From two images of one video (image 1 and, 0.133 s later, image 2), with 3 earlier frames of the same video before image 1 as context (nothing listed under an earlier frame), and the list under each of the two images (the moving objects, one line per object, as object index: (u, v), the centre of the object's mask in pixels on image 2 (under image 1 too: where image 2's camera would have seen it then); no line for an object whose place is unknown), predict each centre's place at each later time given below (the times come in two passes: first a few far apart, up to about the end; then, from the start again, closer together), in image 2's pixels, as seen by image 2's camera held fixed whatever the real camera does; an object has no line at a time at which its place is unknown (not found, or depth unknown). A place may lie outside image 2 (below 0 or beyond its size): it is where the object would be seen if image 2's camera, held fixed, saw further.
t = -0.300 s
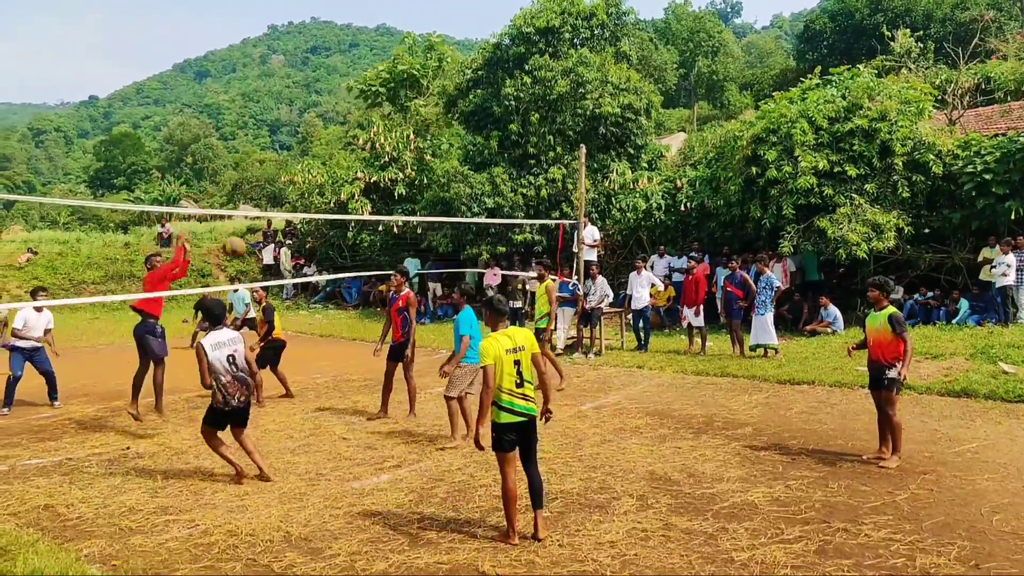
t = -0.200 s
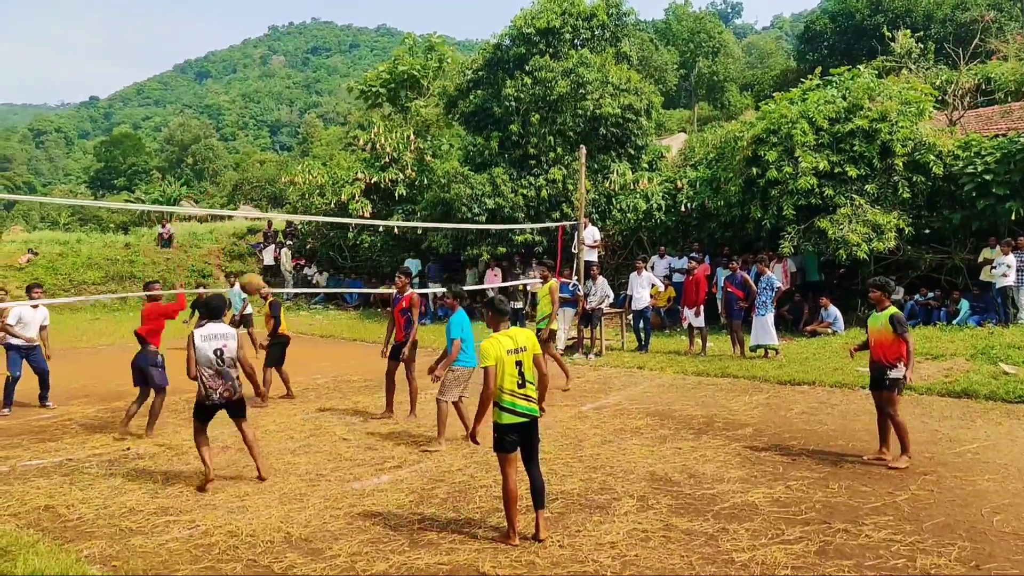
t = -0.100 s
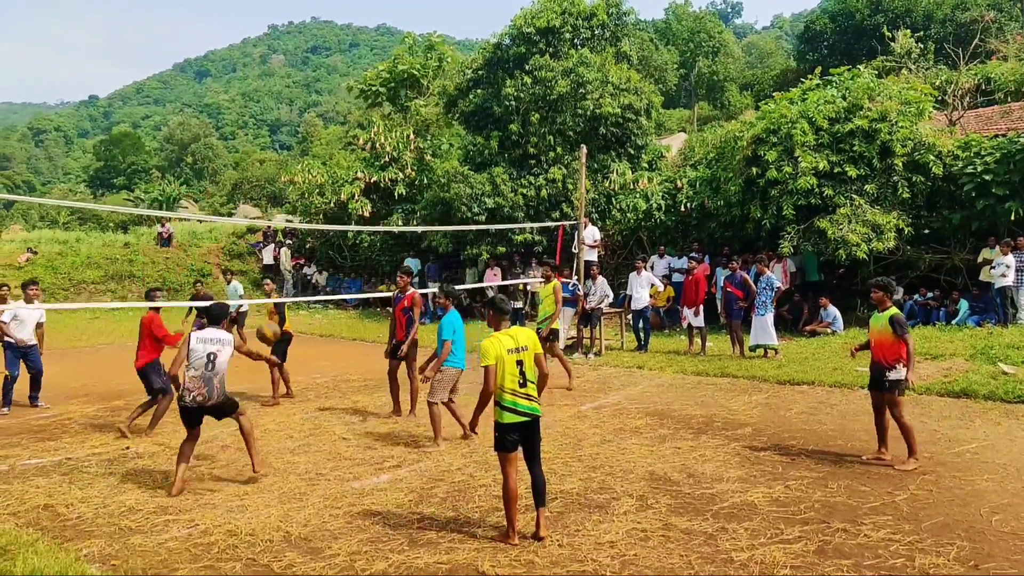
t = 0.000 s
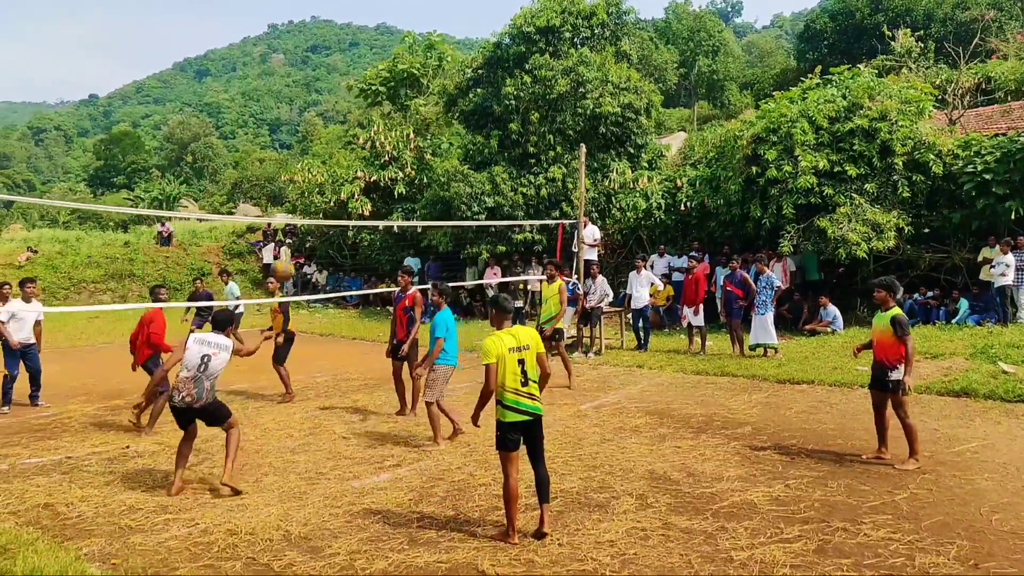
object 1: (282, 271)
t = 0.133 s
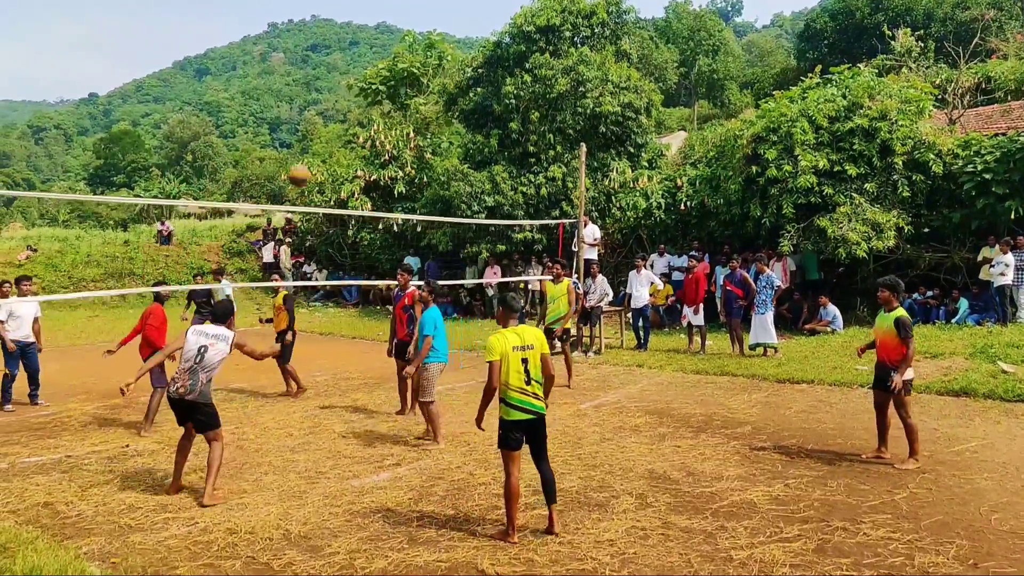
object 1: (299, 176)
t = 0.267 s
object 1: (314, 104)
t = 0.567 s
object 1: (347, 15)
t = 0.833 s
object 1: (376, 18)
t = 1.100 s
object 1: (403, 90)
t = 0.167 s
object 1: (302, 156)
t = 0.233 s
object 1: (310, 120)
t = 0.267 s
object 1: (314, 104)
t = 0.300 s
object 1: (318, 89)
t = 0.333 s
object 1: (321, 76)
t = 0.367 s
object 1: (325, 63)
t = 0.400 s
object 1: (329, 52)
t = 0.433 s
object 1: (332, 42)
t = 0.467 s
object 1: (336, 34)
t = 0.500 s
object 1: (340, 26)
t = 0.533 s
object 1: (344, 20)
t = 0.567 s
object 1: (347, 15)
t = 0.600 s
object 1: (351, 12)
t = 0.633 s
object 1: (355, 9)
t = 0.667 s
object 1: (358, 8)
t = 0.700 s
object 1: (361, 7)
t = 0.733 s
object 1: (365, 8)
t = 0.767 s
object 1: (368, 10)
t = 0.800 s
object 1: (372, 13)
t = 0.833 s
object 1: (376, 18)
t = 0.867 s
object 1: (379, 23)
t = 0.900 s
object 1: (382, 29)
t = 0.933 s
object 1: (386, 36)
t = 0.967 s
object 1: (389, 46)
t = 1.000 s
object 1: (393, 55)
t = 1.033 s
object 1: (397, 66)
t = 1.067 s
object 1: (400, 77)
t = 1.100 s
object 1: (403, 90)
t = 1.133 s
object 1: (406, 103)
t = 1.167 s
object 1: (410, 119)
